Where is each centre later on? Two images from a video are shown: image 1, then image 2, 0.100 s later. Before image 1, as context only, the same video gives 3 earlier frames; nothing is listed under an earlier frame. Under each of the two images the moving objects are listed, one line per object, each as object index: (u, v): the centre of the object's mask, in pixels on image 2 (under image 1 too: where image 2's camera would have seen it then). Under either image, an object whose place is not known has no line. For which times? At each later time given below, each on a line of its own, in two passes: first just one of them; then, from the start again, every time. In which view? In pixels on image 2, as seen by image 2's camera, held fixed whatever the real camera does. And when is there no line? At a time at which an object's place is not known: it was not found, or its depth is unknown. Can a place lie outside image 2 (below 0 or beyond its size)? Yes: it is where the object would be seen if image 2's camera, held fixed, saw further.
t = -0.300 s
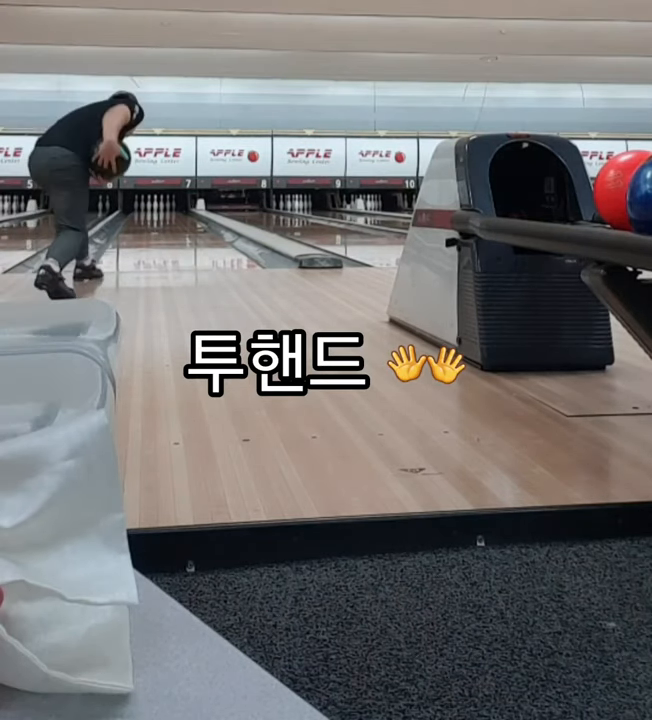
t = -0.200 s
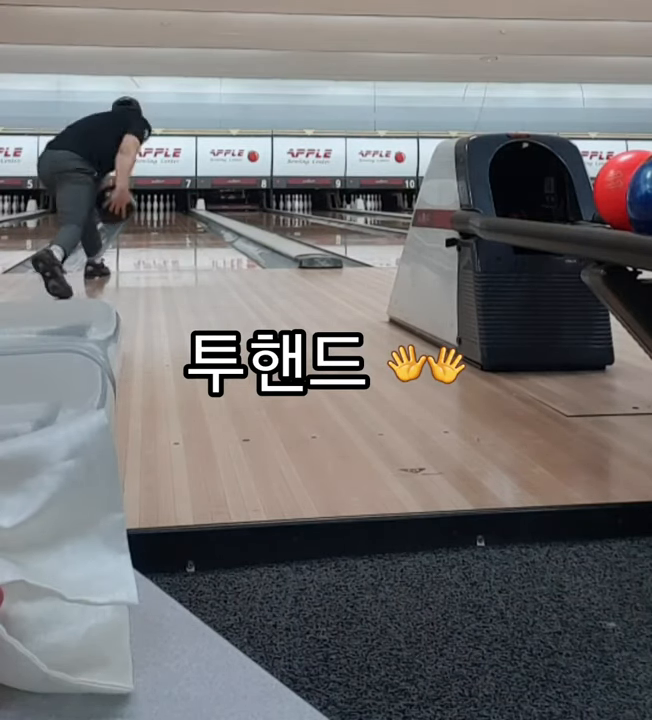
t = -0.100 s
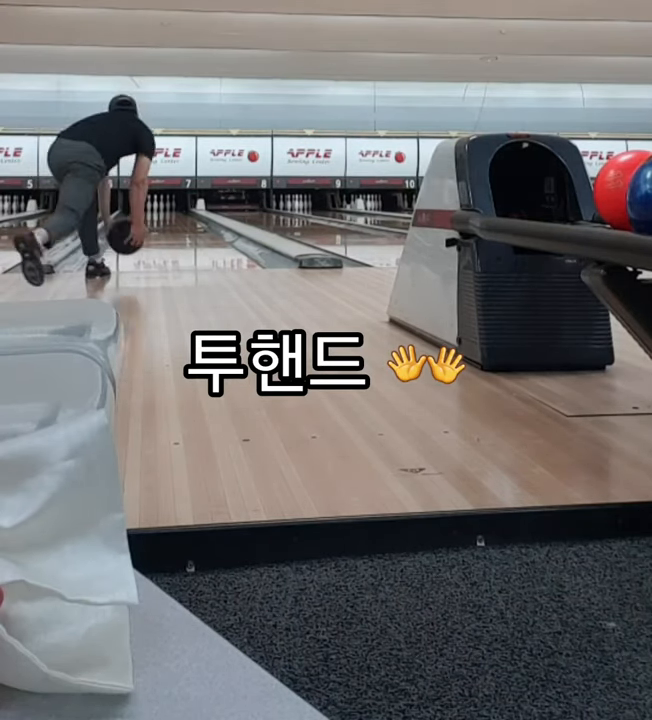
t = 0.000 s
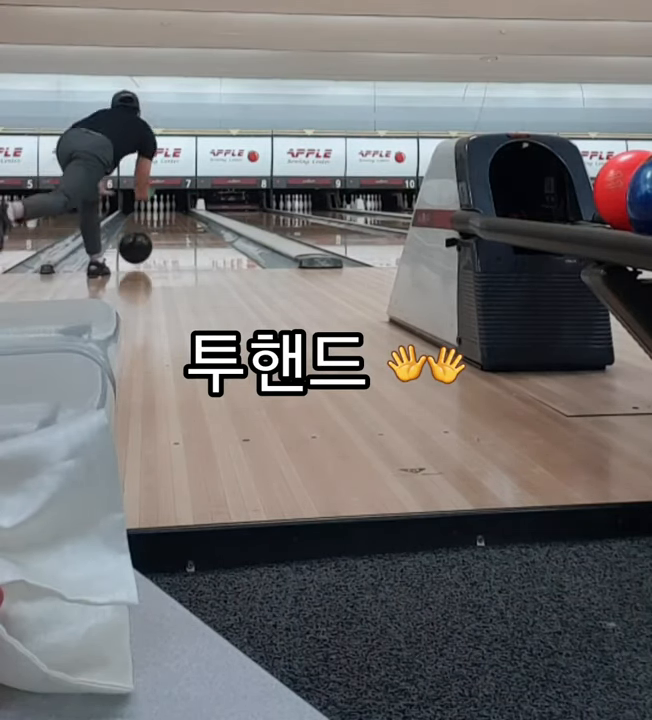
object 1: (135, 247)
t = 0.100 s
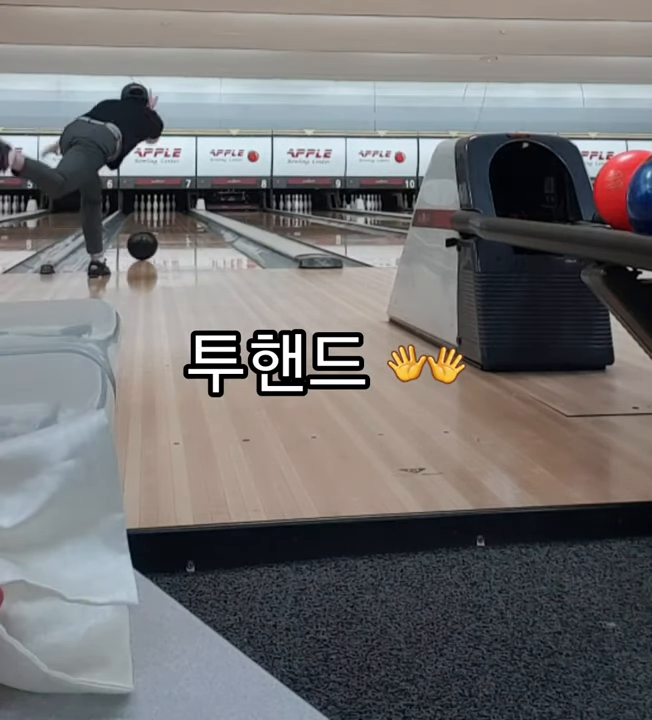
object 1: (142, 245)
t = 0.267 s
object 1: (151, 238)
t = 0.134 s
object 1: (144, 243)
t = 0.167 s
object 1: (146, 242)
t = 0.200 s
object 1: (148, 240)
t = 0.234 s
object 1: (150, 239)
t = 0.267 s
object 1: (151, 238)
